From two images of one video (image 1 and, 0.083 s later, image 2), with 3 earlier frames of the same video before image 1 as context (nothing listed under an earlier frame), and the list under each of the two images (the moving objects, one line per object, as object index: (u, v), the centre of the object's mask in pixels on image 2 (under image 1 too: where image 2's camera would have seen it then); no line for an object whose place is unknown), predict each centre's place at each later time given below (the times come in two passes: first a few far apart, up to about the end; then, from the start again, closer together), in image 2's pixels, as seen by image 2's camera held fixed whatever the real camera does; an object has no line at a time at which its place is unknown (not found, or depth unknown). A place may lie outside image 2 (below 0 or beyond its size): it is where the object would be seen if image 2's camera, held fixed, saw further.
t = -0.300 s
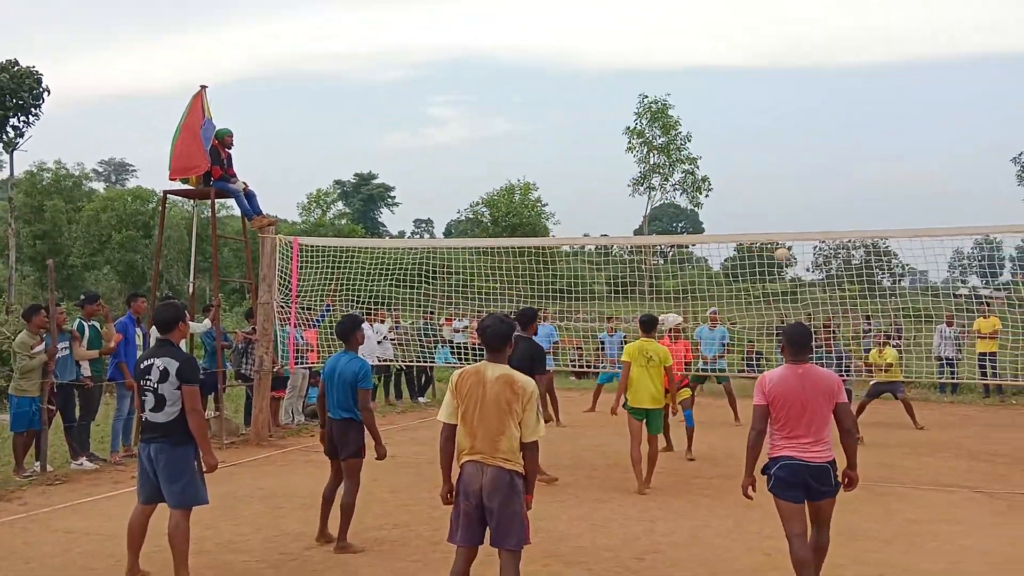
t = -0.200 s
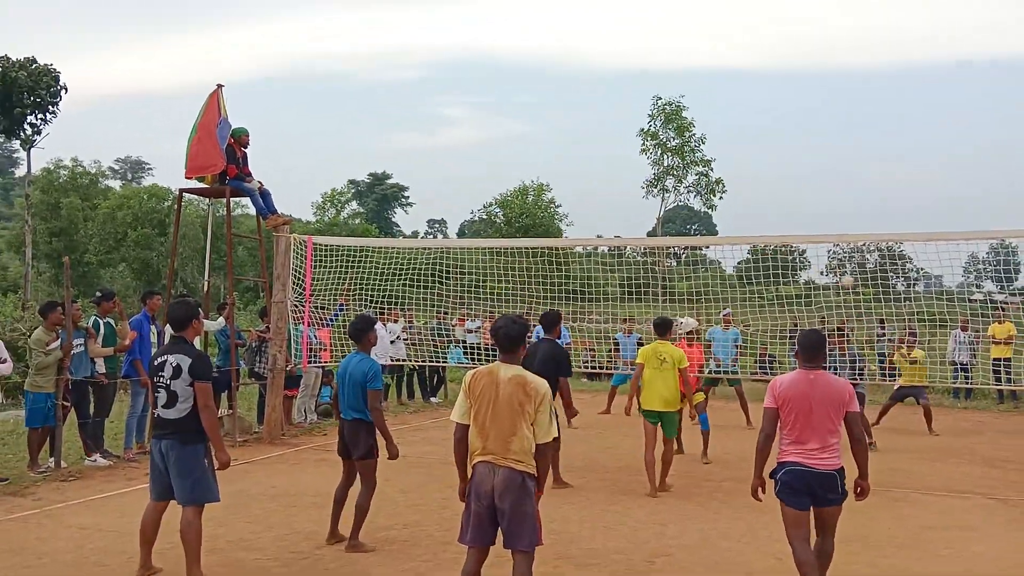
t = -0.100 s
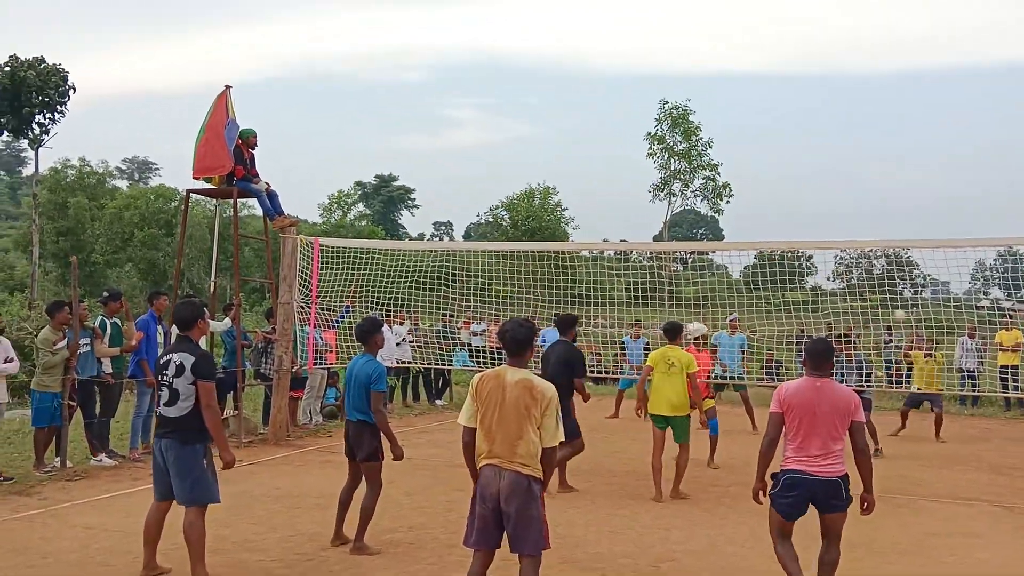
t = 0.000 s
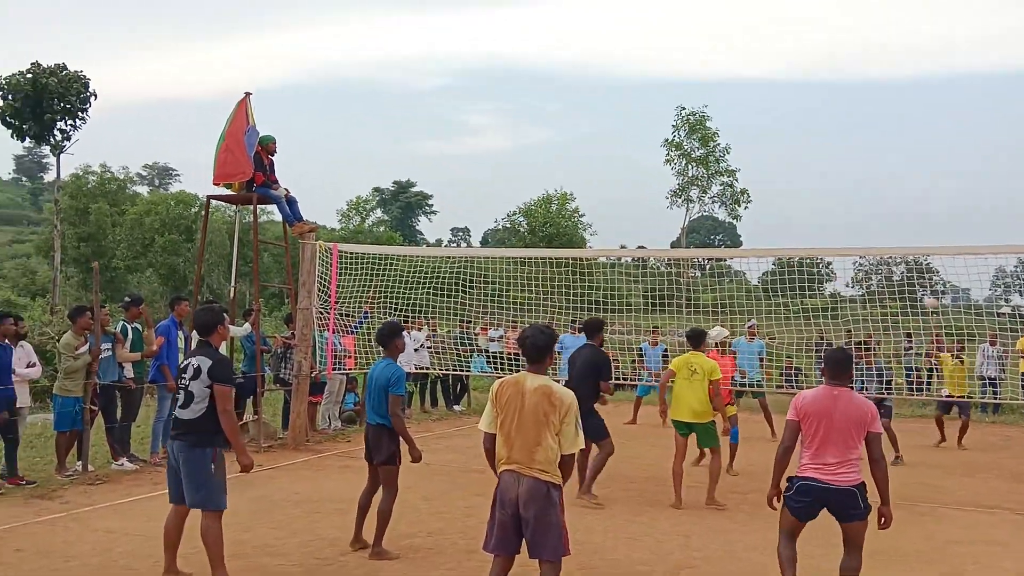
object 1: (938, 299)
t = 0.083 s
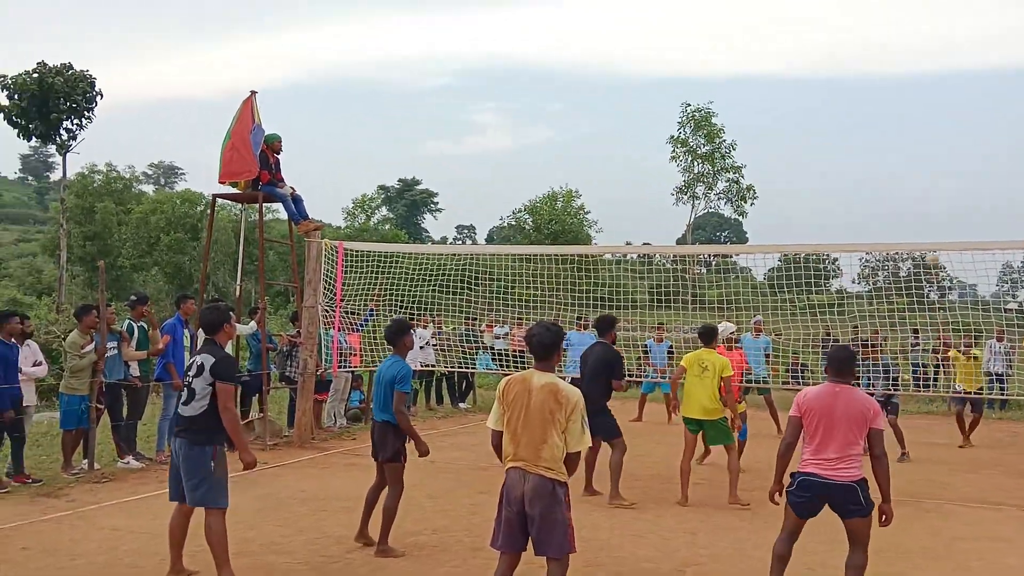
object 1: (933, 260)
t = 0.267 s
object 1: (917, 179)
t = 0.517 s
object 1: (888, 89)
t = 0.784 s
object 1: (845, 39)
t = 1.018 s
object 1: (786, 72)
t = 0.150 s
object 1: (926, 228)
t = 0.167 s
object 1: (925, 221)
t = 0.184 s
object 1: (924, 214)
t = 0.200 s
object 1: (922, 207)
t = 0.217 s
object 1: (921, 200)
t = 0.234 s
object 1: (919, 193)
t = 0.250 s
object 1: (918, 186)
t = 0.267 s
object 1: (917, 179)
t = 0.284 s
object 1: (915, 172)
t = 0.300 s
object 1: (914, 164)
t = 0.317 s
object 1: (911, 158)
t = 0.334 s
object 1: (909, 151)
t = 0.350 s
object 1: (906, 145)
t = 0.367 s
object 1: (904, 139)
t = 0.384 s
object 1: (903, 133)
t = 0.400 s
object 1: (901, 126)
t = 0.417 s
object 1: (900, 120)
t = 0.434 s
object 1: (898, 115)
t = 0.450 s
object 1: (897, 109)
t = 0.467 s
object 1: (895, 104)
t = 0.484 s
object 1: (893, 99)
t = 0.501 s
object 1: (891, 94)
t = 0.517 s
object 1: (888, 89)
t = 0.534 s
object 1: (885, 84)
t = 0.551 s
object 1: (882, 80)
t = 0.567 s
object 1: (880, 76)
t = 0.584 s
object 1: (878, 72)
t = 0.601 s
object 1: (876, 68)
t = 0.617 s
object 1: (873, 64)
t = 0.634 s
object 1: (871, 61)
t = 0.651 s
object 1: (868, 57)
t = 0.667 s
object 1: (865, 54)
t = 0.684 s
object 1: (863, 51)
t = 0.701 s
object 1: (860, 48)
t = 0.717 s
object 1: (857, 46)
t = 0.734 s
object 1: (854, 44)
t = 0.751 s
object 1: (851, 42)
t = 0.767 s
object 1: (848, 40)
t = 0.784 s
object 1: (845, 39)
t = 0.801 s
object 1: (842, 38)
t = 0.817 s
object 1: (840, 38)
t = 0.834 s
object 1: (836, 38)
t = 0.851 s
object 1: (832, 38)
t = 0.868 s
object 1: (829, 39)
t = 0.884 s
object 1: (825, 40)
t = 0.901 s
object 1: (821, 42)
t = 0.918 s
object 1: (816, 45)
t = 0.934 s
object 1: (812, 48)
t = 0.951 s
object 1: (807, 51)
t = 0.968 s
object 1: (802, 56)
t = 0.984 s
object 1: (797, 60)
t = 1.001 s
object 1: (792, 66)
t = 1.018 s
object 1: (786, 72)
